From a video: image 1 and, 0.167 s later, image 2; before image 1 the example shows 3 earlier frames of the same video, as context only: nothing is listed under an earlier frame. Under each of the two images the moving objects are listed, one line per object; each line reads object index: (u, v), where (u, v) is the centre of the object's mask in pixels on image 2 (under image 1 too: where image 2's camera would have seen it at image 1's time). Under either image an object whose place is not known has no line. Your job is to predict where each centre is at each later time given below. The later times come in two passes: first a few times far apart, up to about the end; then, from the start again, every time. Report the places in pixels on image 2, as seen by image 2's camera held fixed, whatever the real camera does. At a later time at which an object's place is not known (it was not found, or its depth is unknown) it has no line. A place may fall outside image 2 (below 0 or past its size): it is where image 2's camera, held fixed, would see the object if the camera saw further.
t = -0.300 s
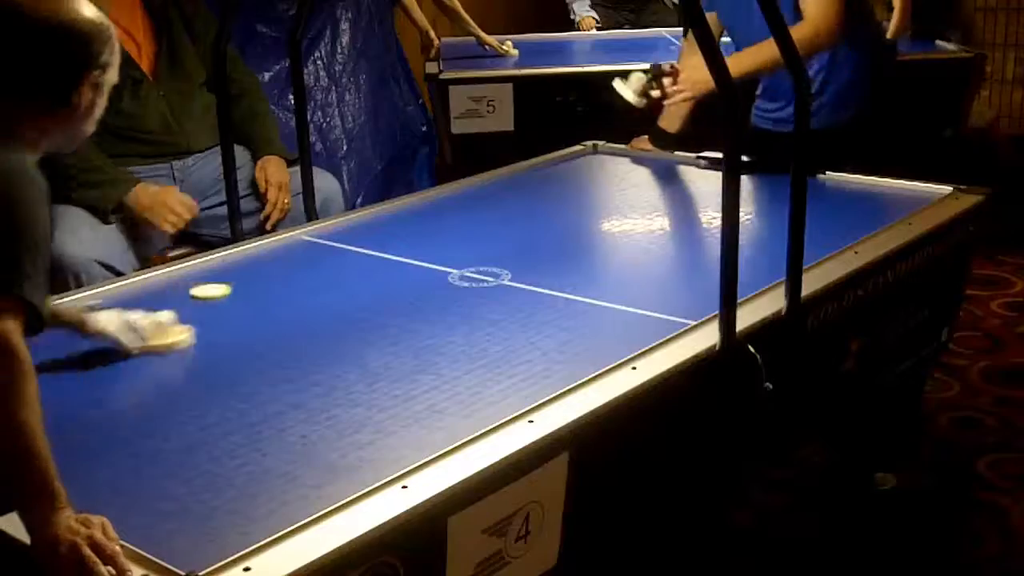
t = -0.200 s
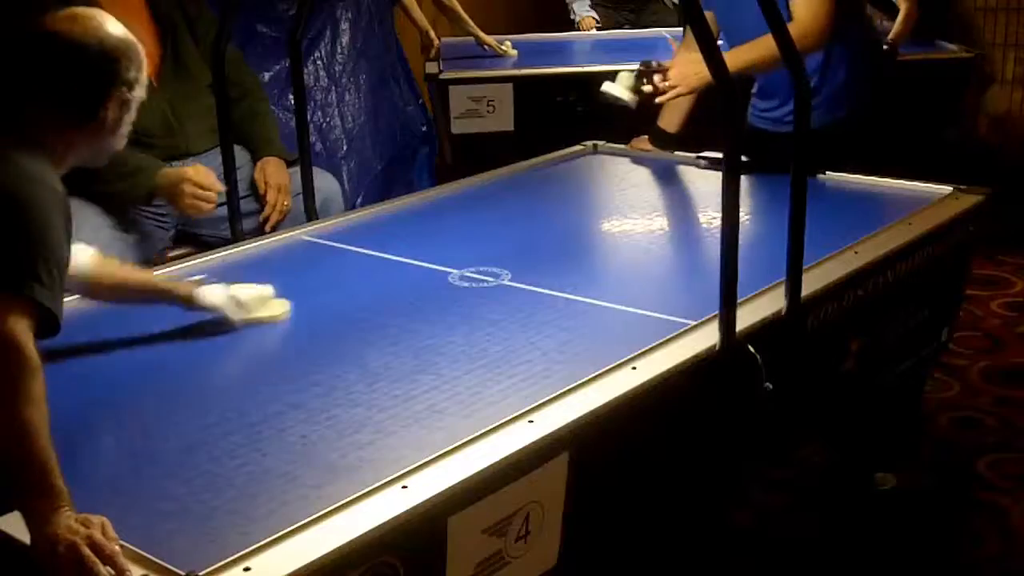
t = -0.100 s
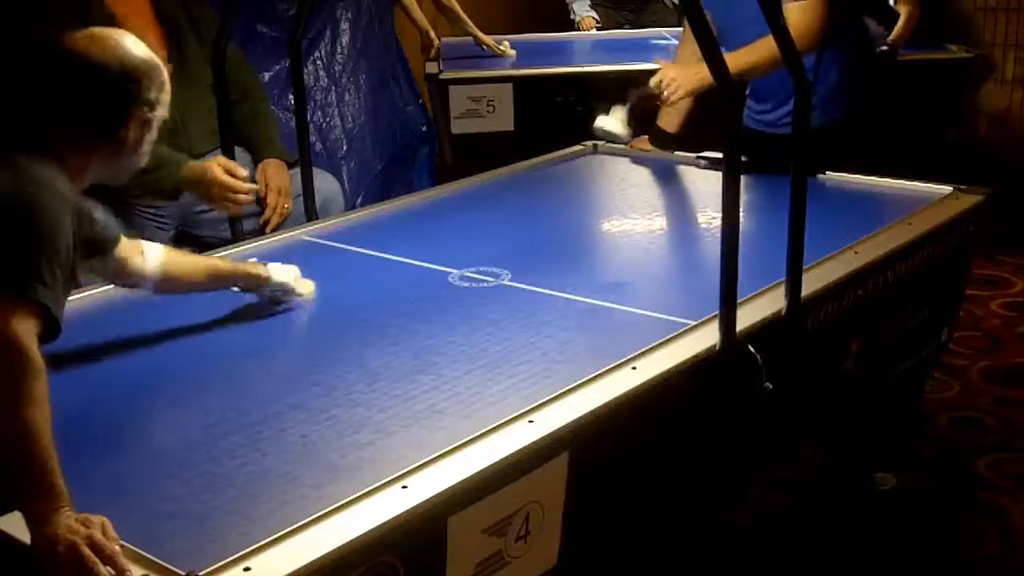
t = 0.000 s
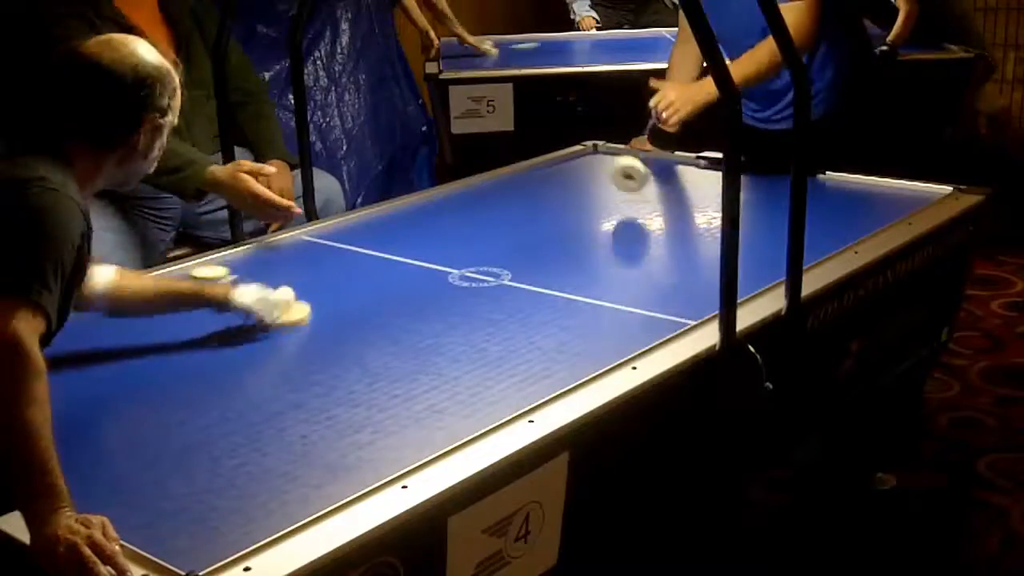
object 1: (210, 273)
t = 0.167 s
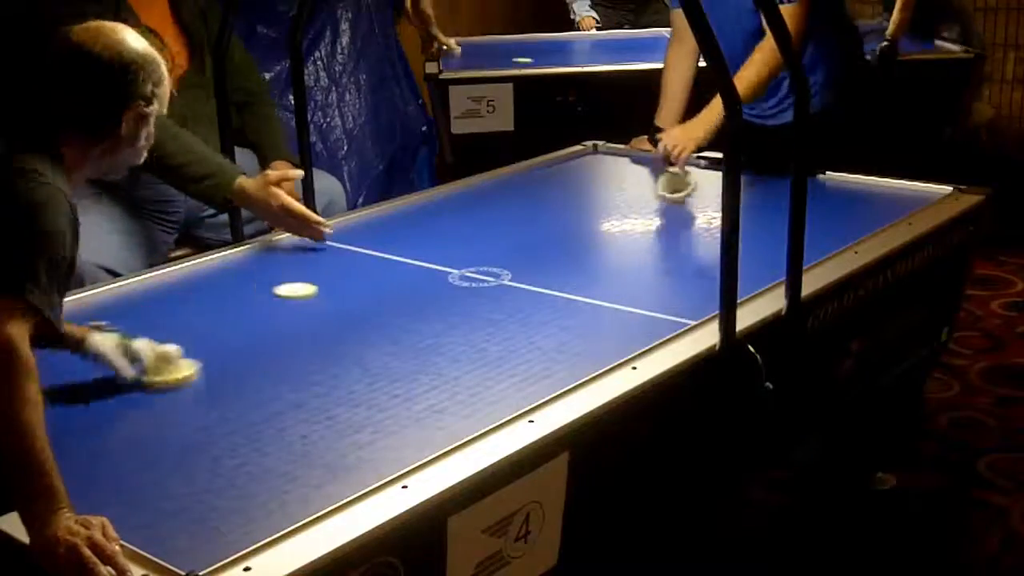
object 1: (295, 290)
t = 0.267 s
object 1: (351, 301)
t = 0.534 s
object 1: (518, 335)
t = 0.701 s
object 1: (601, 350)
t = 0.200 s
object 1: (314, 294)
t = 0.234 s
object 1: (333, 297)
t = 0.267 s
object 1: (351, 301)
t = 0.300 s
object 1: (371, 305)
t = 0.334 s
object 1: (390, 309)
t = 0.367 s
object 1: (411, 313)
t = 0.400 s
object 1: (432, 317)
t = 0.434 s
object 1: (452, 322)
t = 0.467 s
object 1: (474, 326)
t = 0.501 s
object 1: (496, 330)
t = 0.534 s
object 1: (518, 335)
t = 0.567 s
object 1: (541, 339)
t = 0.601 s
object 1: (564, 344)
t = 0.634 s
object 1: (588, 348)
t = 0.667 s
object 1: (610, 353)
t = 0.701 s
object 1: (601, 350)
